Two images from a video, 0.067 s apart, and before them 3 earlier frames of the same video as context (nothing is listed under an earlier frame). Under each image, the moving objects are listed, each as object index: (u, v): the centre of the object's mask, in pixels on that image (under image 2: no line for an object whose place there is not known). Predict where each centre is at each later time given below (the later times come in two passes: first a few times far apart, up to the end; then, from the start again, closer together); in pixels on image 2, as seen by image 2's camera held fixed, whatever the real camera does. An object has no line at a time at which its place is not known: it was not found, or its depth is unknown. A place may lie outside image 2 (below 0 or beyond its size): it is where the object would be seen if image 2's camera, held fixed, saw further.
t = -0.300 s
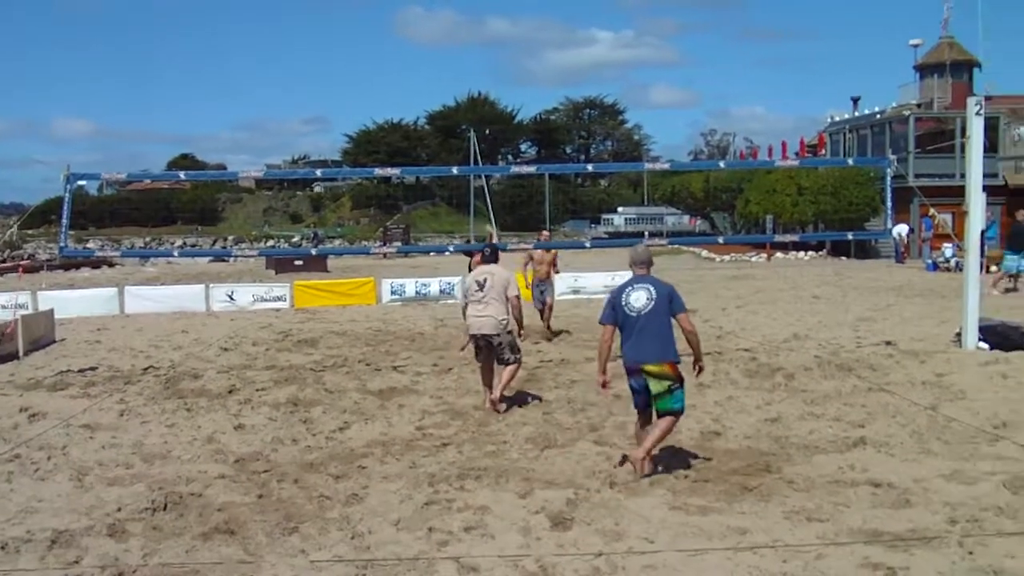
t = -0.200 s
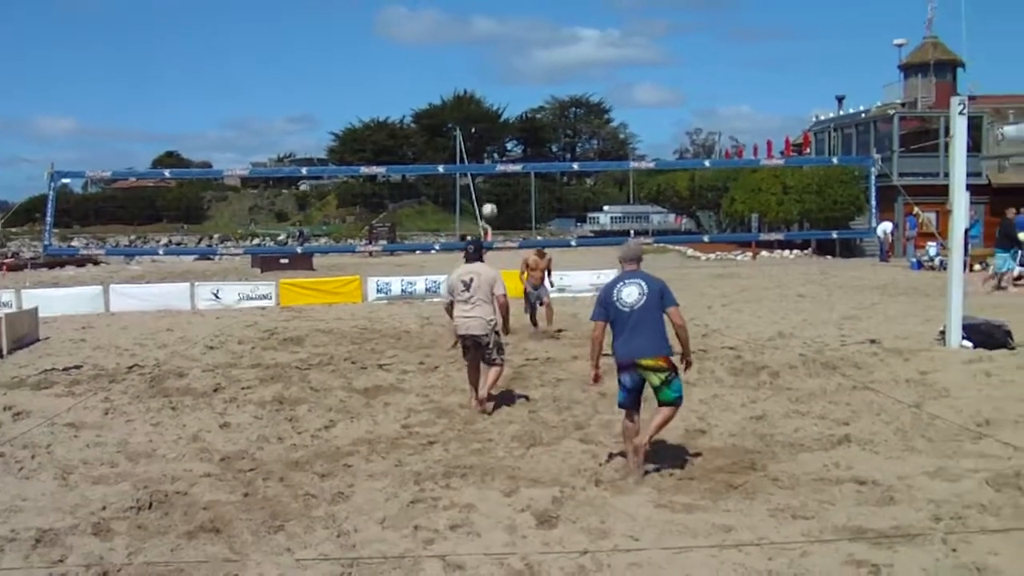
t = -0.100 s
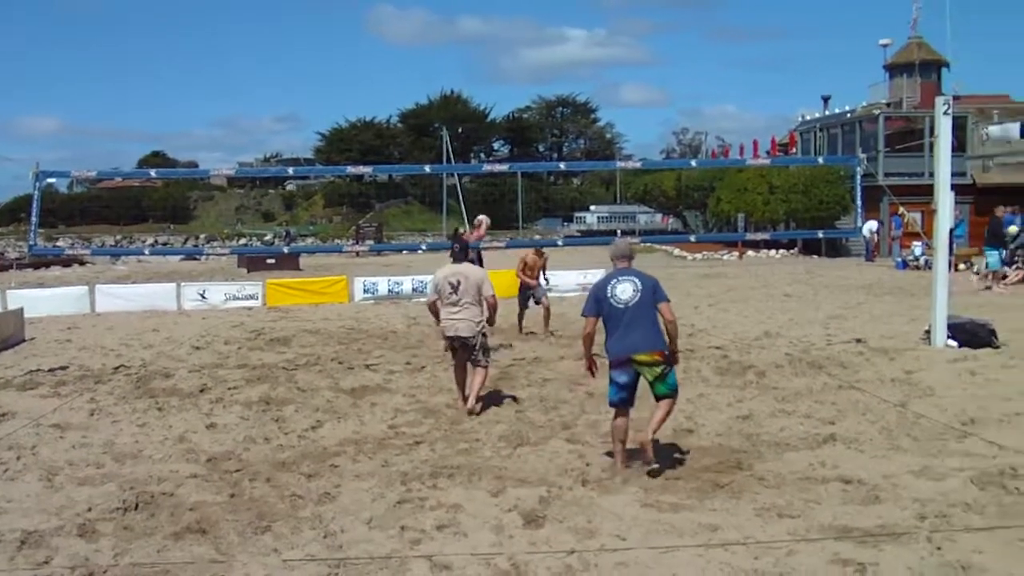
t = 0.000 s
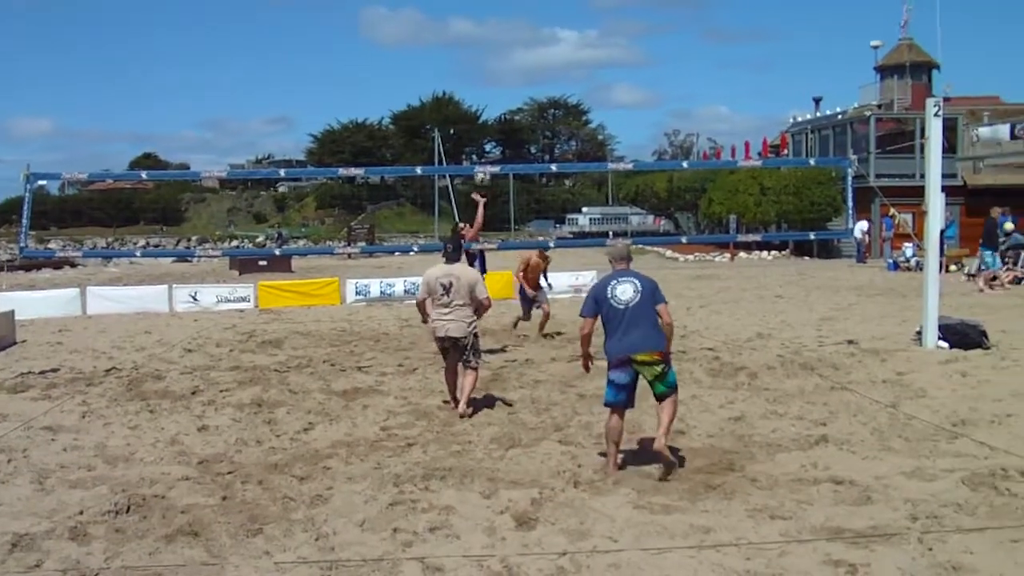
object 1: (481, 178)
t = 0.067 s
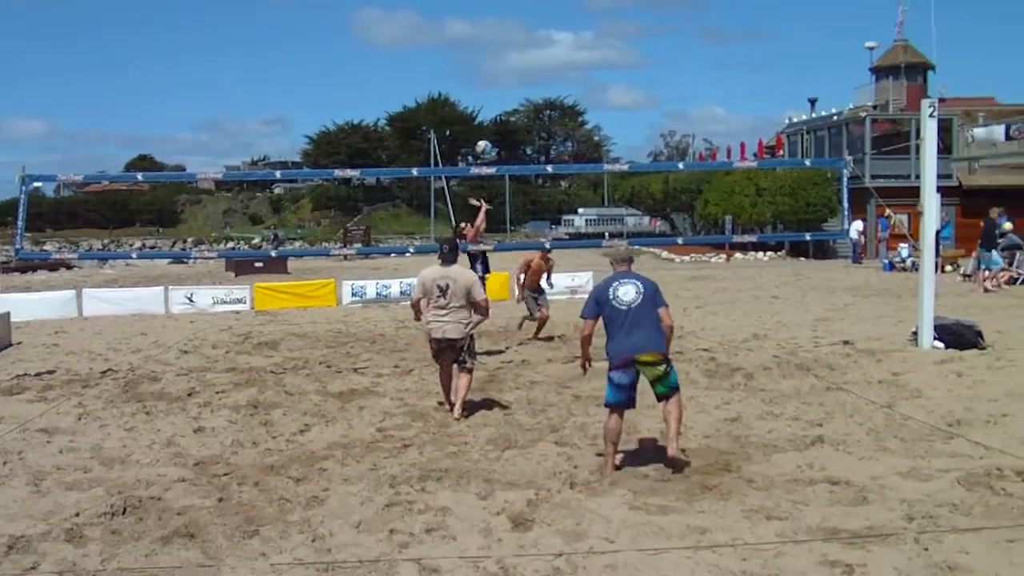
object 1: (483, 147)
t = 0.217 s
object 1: (495, 92)
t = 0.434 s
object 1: (514, 36)
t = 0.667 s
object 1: (537, 13)
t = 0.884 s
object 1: (558, 27)
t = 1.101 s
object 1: (582, 79)
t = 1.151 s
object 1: (587, 96)
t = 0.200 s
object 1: (493, 96)
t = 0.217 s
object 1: (495, 92)
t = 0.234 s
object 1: (498, 86)
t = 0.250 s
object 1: (498, 81)
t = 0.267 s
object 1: (499, 76)
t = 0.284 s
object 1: (501, 71)
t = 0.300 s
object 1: (502, 66)
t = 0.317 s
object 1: (503, 62)
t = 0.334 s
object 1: (505, 58)
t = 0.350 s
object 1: (506, 53)
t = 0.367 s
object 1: (508, 50)
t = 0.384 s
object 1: (510, 46)
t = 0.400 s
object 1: (511, 42)
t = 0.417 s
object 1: (513, 39)
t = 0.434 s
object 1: (514, 36)
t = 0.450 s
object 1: (516, 33)
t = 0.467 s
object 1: (518, 31)
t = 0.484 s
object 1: (520, 28)
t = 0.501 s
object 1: (521, 26)
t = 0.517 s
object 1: (523, 23)
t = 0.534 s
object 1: (525, 21)
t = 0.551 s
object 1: (526, 19)
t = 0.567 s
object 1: (528, 17)
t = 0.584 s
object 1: (529, 16)
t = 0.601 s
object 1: (530, 15)
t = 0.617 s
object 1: (532, 15)
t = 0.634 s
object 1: (534, 14)
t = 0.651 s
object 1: (535, 13)
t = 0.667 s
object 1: (537, 13)
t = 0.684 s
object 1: (538, 13)
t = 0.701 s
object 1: (540, 13)
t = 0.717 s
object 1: (541, 13)
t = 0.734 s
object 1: (543, 14)
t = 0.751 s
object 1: (544, 14)
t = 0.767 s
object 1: (546, 15)
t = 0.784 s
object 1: (548, 16)
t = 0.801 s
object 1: (549, 18)
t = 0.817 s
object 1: (551, 18)
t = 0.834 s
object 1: (553, 20)
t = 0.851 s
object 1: (554, 22)
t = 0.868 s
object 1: (556, 24)
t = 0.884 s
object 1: (558, 27)
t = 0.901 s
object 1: (560, 29)
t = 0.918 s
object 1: (562, 34)
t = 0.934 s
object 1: (564, 37)
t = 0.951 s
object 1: (566, 40)
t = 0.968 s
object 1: (568, 44)
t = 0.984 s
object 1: (569, 48)
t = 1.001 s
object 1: (571, 51)
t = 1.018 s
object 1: (573, 56)
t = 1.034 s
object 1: (575, 60)
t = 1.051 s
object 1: (577, 64)
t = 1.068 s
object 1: (578, 69)
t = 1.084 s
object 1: (580, 74)
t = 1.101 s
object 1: (582, 79)
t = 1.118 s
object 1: (584, 85)
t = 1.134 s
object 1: (585, 91)
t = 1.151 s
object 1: (587, 96)
